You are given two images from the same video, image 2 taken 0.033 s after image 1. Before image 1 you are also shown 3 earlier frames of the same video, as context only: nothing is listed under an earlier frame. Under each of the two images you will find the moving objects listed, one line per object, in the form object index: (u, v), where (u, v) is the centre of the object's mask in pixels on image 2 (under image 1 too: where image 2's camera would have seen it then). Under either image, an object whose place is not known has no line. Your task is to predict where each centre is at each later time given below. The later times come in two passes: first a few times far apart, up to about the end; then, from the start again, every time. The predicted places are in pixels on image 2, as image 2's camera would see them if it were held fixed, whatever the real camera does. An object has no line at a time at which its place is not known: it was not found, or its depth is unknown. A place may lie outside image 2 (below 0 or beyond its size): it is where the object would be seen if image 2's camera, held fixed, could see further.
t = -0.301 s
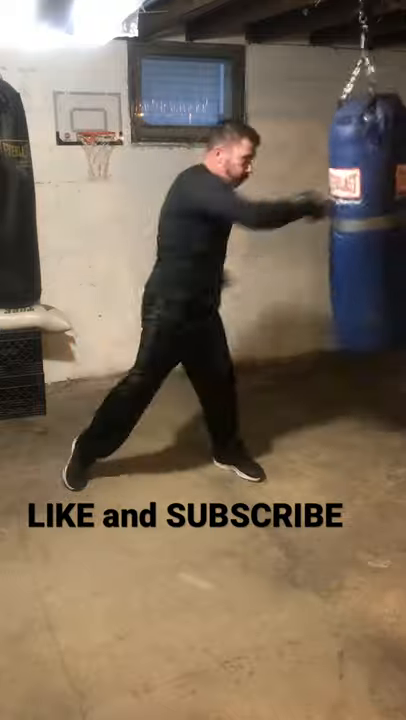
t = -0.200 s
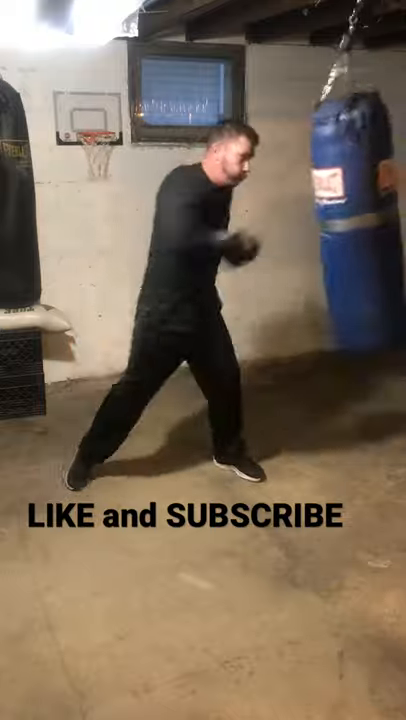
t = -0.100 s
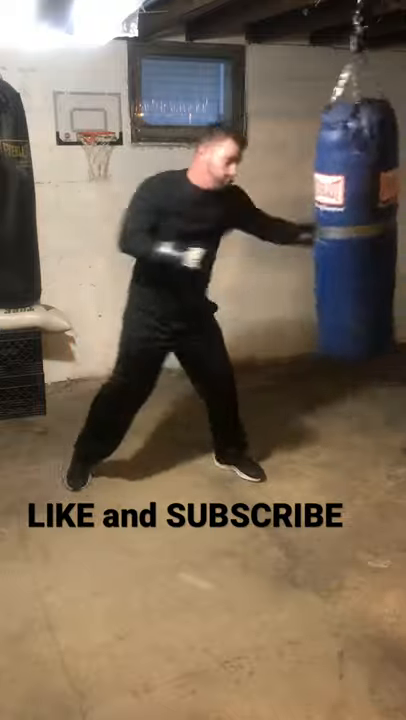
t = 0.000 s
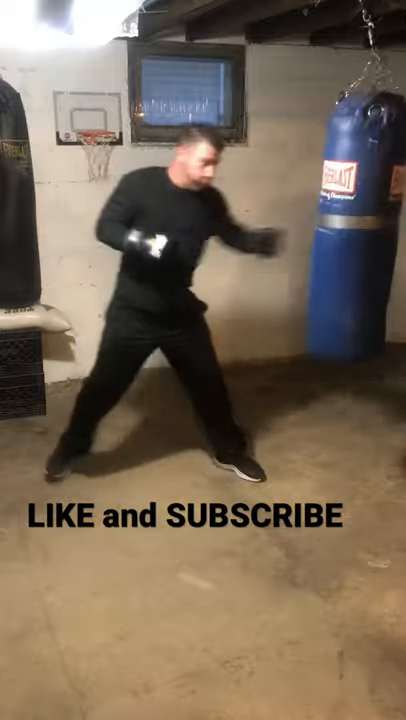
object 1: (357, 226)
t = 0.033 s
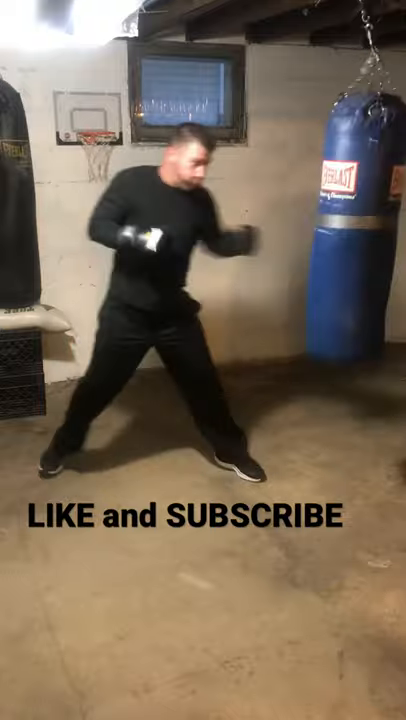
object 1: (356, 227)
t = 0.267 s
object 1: (342, 238)
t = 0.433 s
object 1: (337, 238)
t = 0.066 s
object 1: (354, 232)
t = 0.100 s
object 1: (350, 236)
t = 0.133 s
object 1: (347, 236)
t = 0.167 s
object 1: (346, 234)
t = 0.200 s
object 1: (344, 233)
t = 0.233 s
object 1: (343, 235)
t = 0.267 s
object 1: (342, 238)
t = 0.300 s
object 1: (341, 240)
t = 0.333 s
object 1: (341, 238)
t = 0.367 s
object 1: (340, 237)
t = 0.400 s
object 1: (339, 238)
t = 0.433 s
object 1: (337, 238)
